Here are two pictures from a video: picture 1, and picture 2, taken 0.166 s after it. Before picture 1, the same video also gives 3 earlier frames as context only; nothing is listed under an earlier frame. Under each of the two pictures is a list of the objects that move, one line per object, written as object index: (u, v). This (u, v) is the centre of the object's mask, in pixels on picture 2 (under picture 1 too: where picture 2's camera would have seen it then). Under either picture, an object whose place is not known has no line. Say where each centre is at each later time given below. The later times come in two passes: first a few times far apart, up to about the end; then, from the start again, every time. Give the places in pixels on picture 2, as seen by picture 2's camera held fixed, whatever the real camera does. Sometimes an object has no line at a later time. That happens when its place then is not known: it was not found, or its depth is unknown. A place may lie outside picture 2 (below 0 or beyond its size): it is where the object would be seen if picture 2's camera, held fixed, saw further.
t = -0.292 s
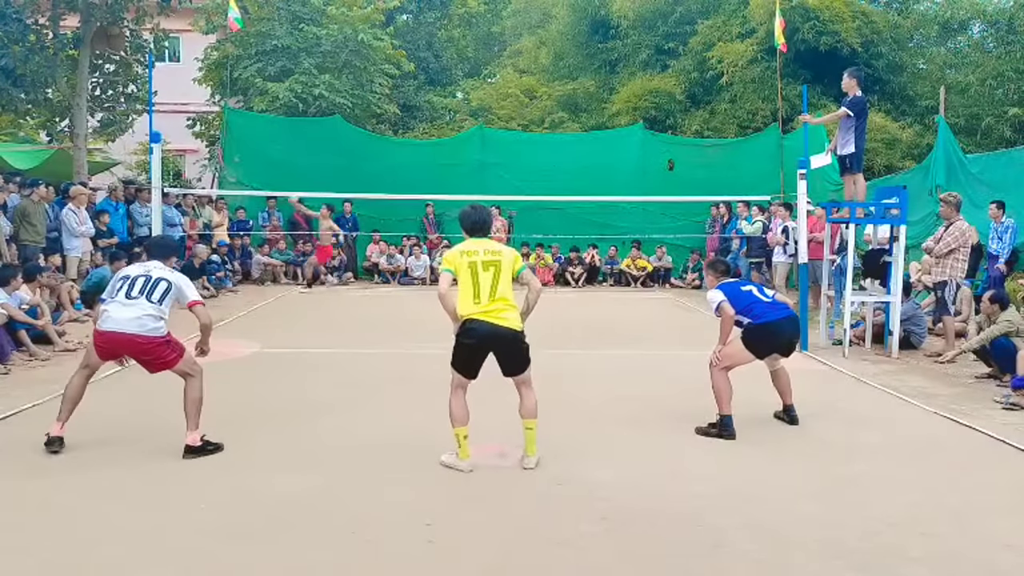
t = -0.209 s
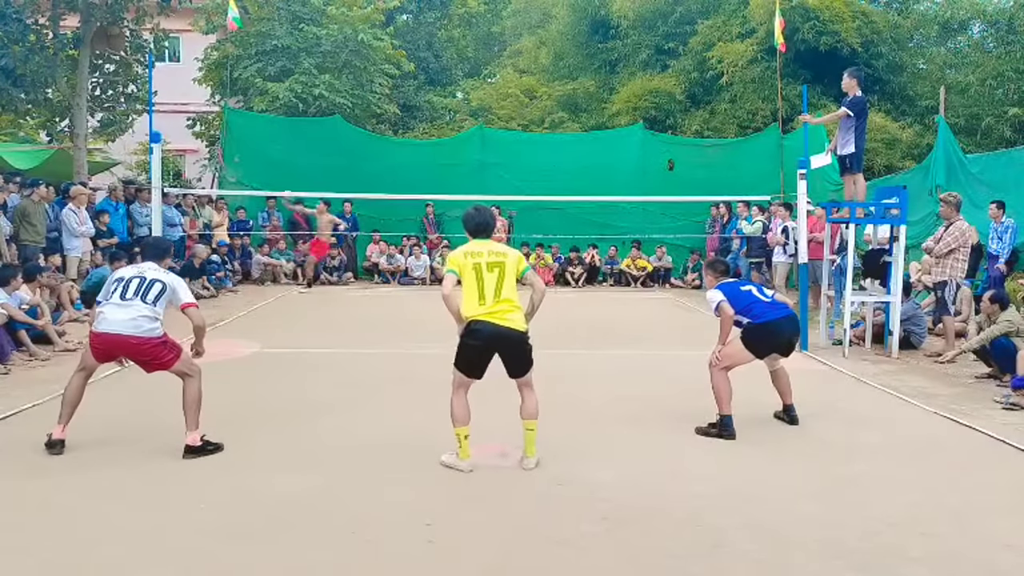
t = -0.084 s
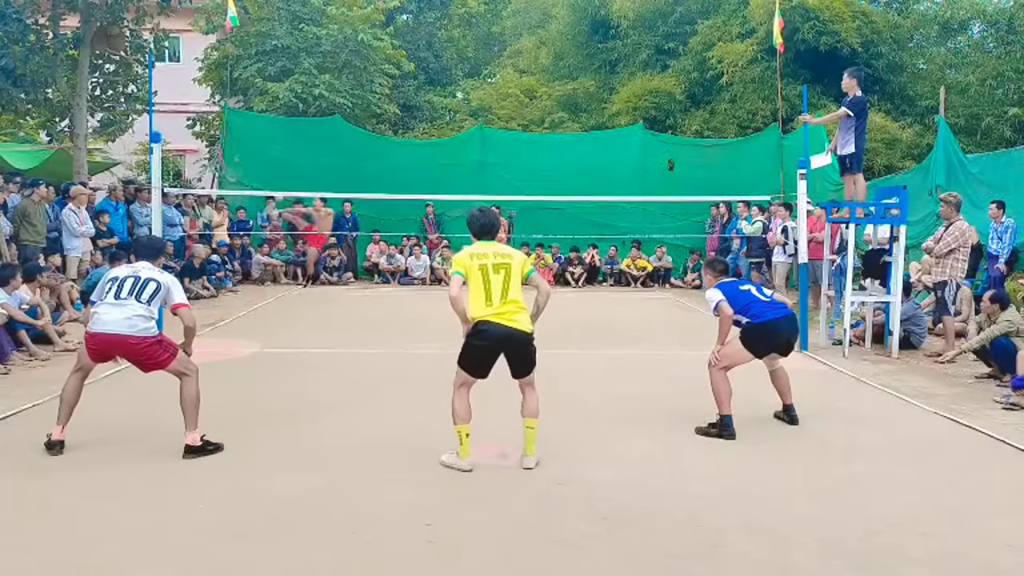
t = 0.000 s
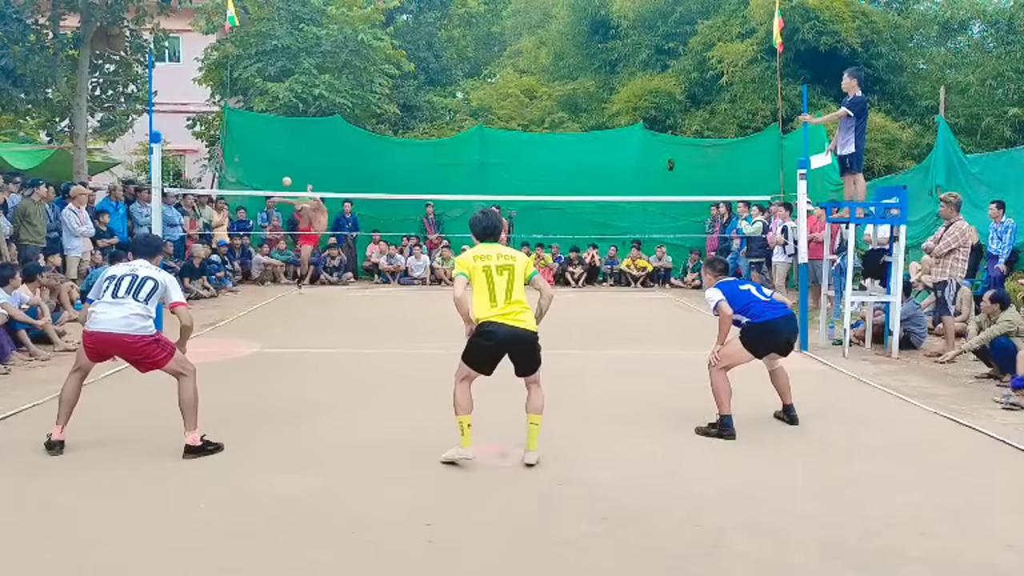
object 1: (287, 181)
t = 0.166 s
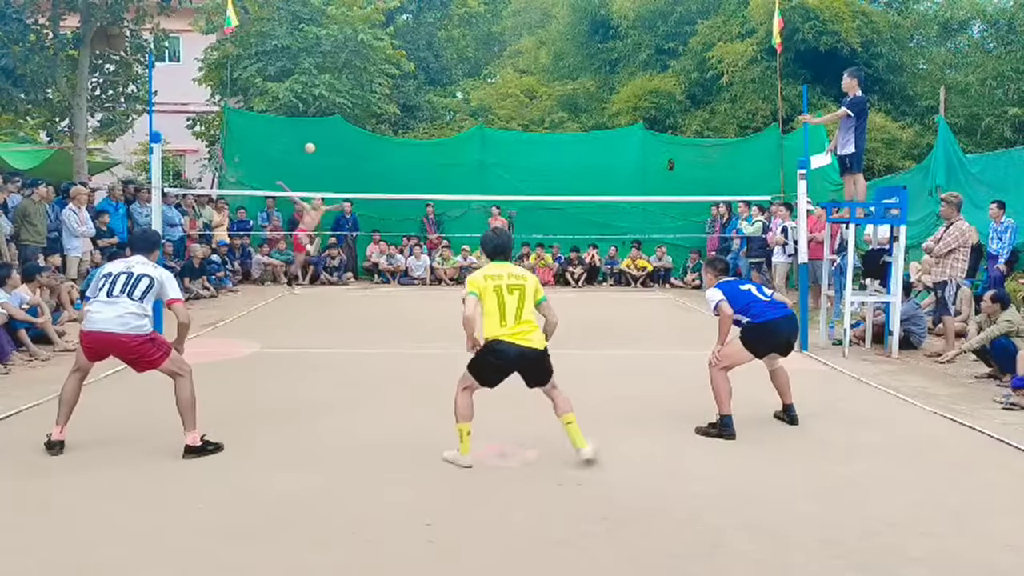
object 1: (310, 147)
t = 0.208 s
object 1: (316, 141)
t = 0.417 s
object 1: (350, 127)
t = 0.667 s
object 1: (402, 155)
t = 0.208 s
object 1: (316, 141)
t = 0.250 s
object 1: (322, 136)
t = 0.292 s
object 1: (329, 132)
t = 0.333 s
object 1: (336, 129)
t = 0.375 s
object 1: (343, 127)
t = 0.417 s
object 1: (350, 127)
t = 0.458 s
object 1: (358, 127)
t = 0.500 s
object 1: (366, 129)
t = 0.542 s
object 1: (375, 133)
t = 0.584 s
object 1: (384, 139)
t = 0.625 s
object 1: (393, 146)
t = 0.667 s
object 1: (402, 155)
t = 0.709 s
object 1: (412, 166)
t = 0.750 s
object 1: (423, 180)
